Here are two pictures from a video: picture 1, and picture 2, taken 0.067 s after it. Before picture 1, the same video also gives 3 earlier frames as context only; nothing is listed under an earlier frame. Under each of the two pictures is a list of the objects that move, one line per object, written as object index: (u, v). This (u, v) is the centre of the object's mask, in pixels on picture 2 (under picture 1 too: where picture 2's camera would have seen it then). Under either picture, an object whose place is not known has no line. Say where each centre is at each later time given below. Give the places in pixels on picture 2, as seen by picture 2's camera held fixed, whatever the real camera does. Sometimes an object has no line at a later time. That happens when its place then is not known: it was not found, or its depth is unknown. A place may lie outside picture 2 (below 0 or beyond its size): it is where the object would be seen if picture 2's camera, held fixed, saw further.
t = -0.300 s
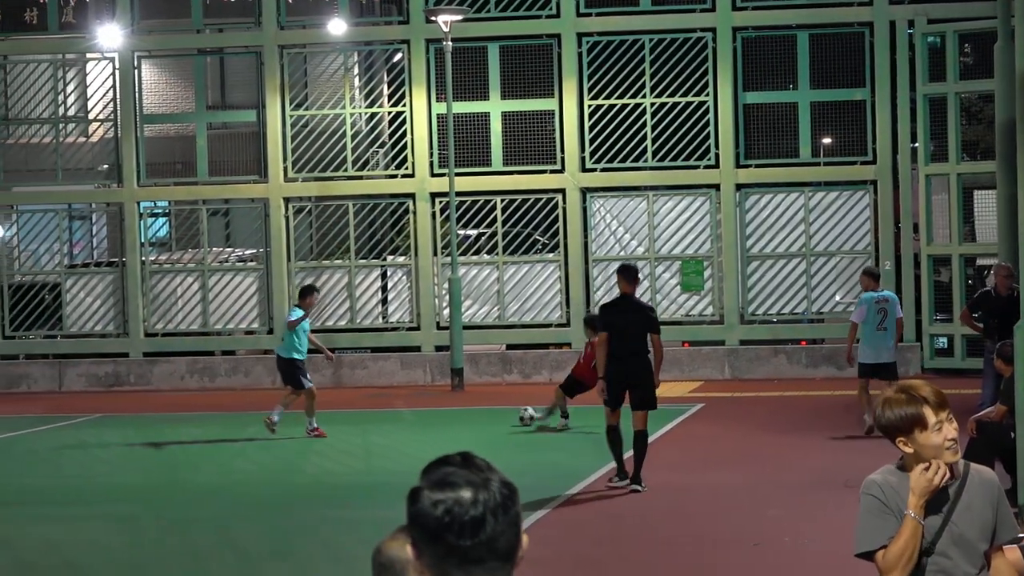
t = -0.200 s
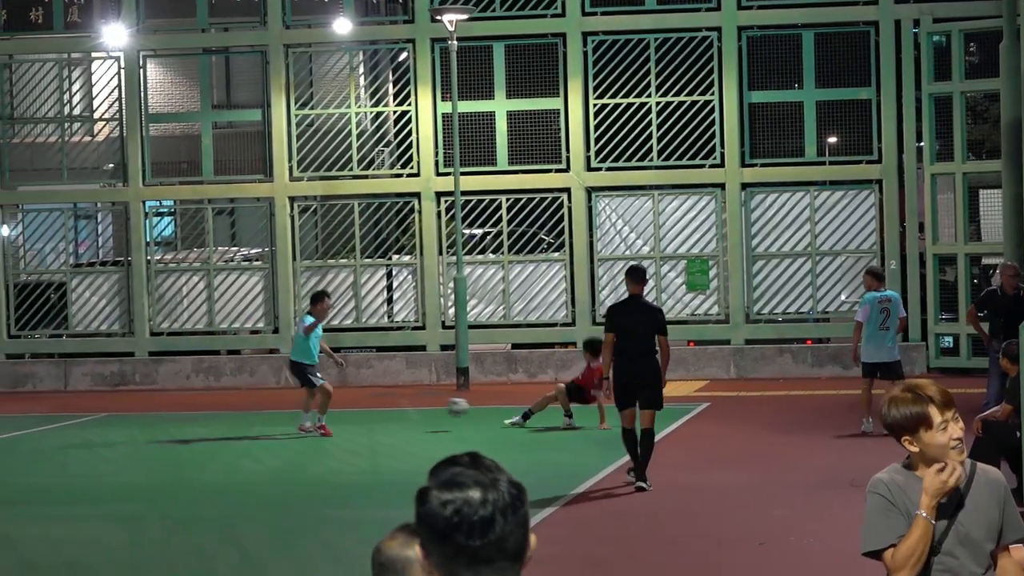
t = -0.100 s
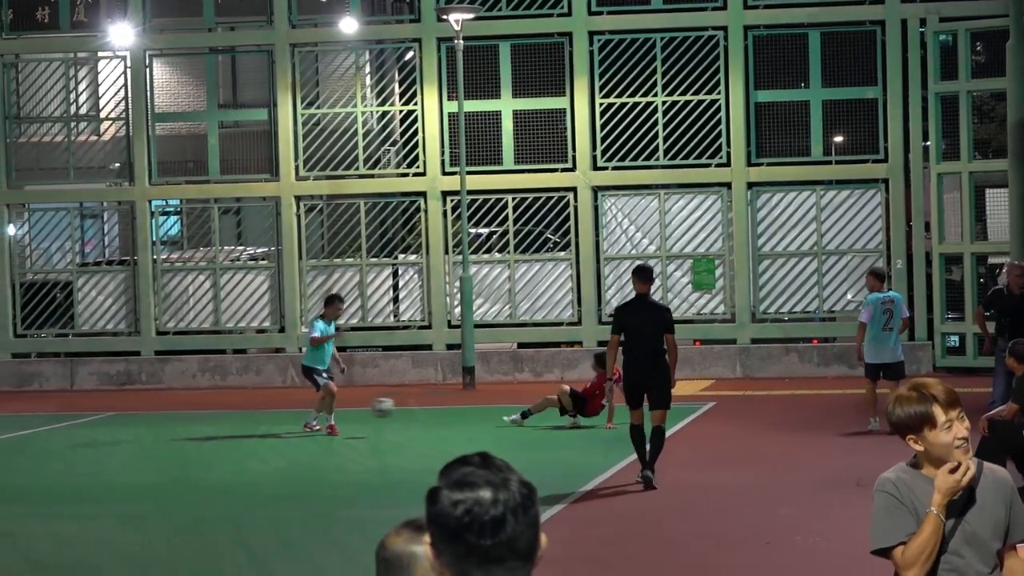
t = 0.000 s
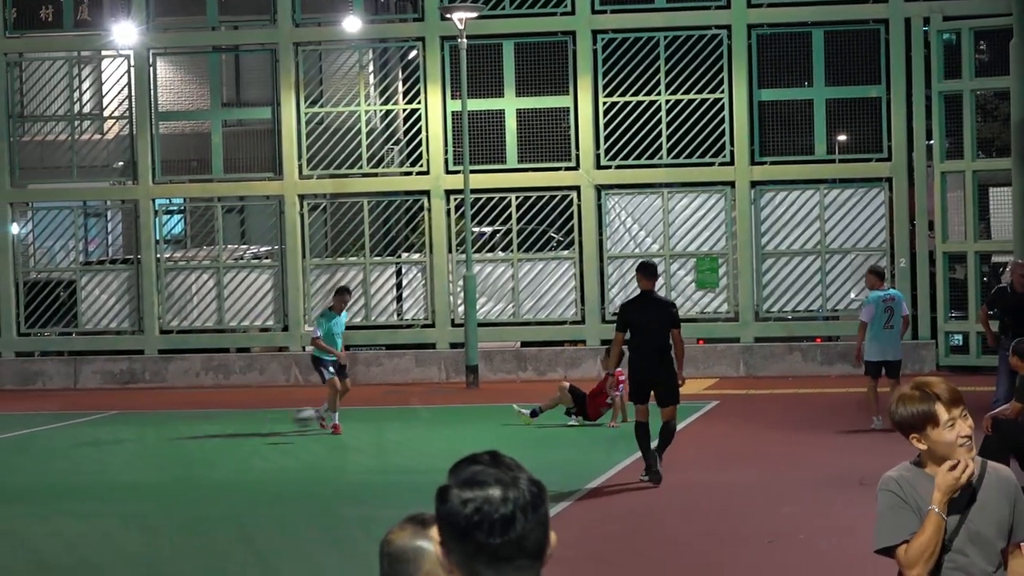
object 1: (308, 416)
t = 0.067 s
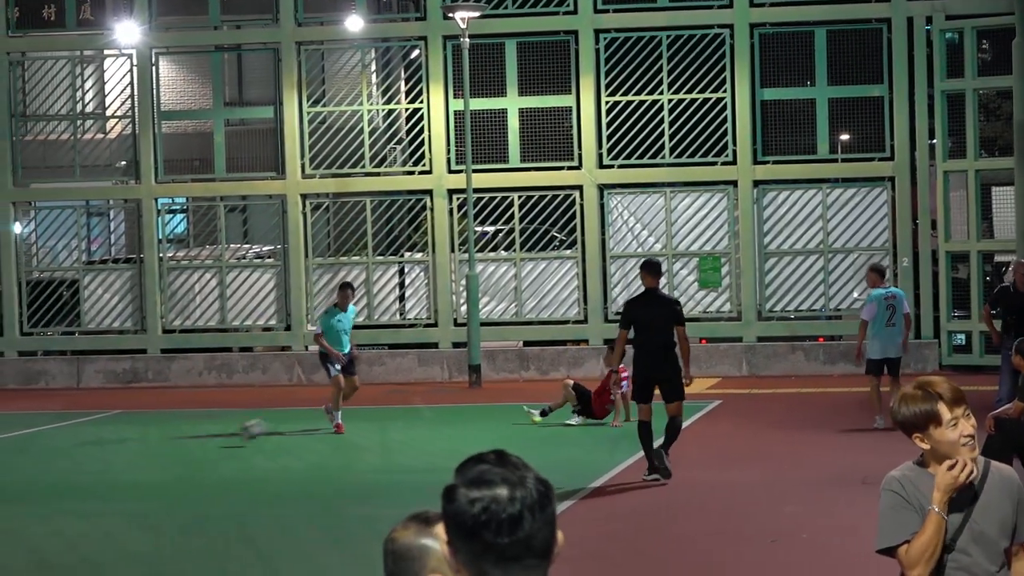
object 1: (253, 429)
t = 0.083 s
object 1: (237, 434)
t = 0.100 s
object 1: (224, 437)
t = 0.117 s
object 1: (213, 438)
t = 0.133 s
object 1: (202, 436)
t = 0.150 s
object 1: (193, 435)
